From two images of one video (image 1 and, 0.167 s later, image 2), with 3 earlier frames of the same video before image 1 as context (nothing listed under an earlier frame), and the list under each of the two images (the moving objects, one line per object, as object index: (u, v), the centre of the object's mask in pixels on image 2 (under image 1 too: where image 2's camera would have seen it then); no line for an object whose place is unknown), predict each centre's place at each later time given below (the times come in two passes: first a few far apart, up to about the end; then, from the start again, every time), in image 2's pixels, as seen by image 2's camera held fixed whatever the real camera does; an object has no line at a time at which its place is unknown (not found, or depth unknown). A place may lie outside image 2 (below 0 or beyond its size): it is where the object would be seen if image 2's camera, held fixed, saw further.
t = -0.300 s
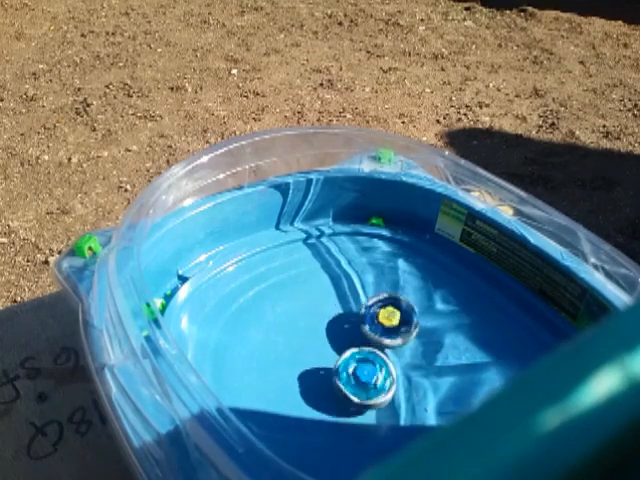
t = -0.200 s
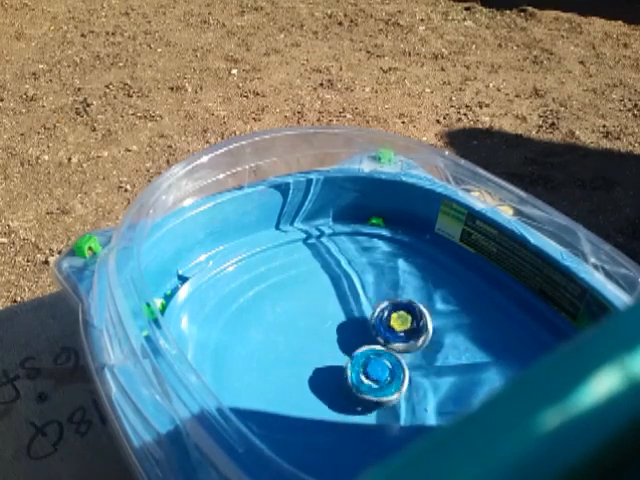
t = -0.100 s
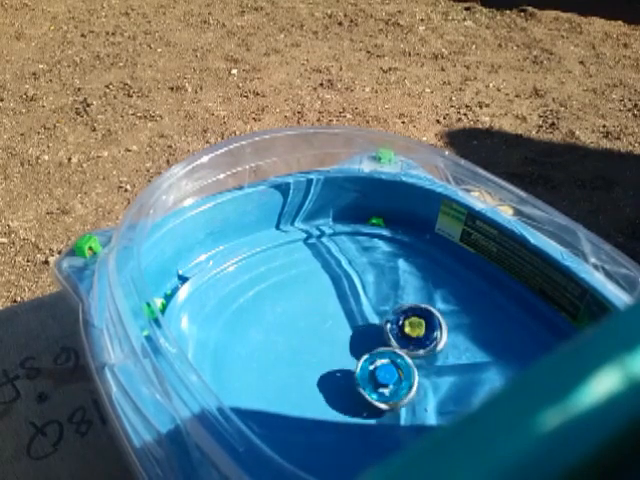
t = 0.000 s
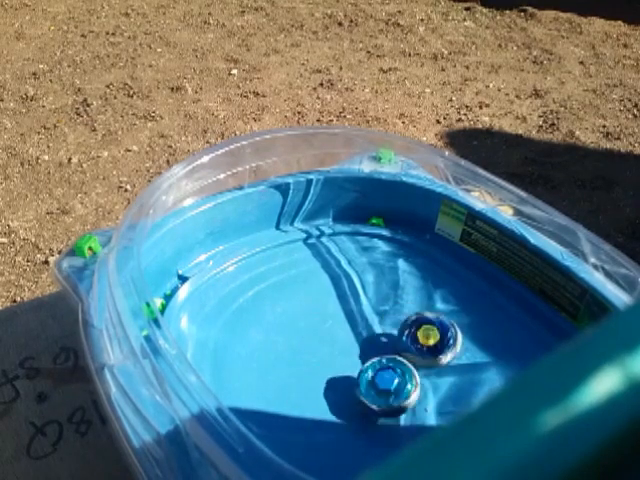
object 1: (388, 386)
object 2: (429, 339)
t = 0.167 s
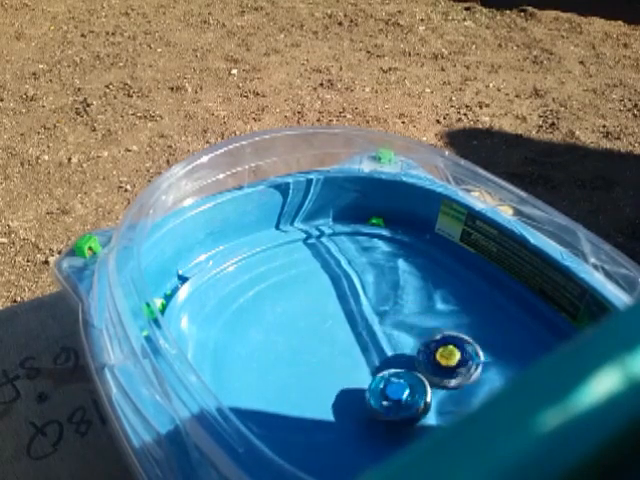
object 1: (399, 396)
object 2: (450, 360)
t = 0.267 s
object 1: (401, 402)
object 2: (458, 374)
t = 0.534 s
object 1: (385, 414)
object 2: (453, 383)
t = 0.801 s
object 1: (352, 401)
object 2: (436, 402)
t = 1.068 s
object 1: (345, 376)
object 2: (412, 406)
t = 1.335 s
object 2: (435, 411)
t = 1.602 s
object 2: (423, 396)
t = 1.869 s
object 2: (429, 382)
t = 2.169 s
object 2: (384, 360)
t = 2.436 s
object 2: (367, 351)
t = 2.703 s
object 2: (386, 322)
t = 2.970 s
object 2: (393, 329)
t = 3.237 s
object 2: (408, 364)
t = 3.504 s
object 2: (430, 392)
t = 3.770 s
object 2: (425, 398)
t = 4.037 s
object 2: (437, 390)
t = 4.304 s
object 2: (444, 375)
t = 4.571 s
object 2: (426, 356)
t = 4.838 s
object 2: (406, 359)
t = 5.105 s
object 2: (426, 388)
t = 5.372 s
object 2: (405, 404)
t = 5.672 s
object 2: (370, 390)
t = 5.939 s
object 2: (357, 387)
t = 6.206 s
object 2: (365, 387)
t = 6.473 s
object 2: (389, 383)
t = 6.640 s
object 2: (404, 384)
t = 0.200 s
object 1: (400, 397)
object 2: (453, 365)
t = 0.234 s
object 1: (400, 399)
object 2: (456, 370)
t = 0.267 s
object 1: (401, 402)
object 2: (458, 374)
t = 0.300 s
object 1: (401, 403)
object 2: (459, 379)
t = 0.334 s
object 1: (399, 405)
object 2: (462, 381)
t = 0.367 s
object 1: (395, 405)
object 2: (463, 383)
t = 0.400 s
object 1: (395, 407)
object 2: (462, 385)
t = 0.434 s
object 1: (392, 408)
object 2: (461, 387)
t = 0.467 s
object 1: (392, 408)
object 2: (460, 389)
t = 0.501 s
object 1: (387, 408)
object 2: (459, 390)
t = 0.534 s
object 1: (385, 414)
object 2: (453, 383)
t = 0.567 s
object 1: (382, 409)
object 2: (444, 396)
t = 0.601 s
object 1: (380, 414)
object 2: (449, 396)
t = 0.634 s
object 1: (376, 413)
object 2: (444, 399)
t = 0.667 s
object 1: (369, 411)
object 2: (438, 400)
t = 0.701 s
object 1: (359, 409)
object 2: (442, 397)
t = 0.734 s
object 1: (357, 406)
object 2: (442, 397)
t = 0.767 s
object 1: (353, 403)
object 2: (438, 401)
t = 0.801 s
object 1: (352, 401)
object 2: (436, 402)
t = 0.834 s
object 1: (349, 397)
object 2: (433, 400)
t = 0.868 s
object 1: (348, 396)
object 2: (430, 398)
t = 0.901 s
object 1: (347, 394)
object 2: (433, 404)
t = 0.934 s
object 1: (346, 392)
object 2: (429, 404)
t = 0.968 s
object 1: (346, 389)
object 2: (423, 405)
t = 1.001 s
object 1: (347, 382)
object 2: (421, 404)
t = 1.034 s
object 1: (348, 379)
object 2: (413, 405)
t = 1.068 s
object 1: (345, 376)
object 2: (412, 406)
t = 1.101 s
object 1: (335, 365)
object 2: (415, 414)
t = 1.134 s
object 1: (325, 359)
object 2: (424, 417)
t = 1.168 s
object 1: (319, 355)
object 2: (429, 416)
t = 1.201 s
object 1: (317, 352)
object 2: (429, 416)
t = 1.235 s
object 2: (431, 415)
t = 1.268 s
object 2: (432, 414)
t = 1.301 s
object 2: (433, 413)
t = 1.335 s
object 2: (435, 411)
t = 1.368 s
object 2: (433, 410)
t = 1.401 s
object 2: (432, 408)
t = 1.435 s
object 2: (430, 406)
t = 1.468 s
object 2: (427, 405)
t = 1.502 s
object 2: (431, 402)
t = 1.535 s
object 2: (428, 399)
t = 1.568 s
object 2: (424, 397)
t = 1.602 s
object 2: (423, 396)
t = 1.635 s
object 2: (430, 396)
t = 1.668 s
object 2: (433, 396)
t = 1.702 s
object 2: (434, 394)
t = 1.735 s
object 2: (434, 393)
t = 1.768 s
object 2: (435, 391)
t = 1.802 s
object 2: (434, 389)
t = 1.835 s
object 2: (432, 385)
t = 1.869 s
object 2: (429, 382)
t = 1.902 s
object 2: (425, 378)
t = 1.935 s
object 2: (421, 377)
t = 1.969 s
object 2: (417, 373)
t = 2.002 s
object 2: (411, 370)
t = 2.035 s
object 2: (406, 368)
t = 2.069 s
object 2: (399, 365)
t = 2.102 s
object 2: (394, 363)
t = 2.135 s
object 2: (389, 361)
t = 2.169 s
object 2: (384, 360)
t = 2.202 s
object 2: (379, 359)
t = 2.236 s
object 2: (378, 357)
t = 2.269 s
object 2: (376, 355)
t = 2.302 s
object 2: (373, 354)
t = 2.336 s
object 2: (372, 353)
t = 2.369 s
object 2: (370, 352)
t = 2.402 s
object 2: (369, 352)
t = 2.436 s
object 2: (367, 351)
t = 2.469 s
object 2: (371, 346)
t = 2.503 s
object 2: (377, 339)
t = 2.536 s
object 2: (381, 334)
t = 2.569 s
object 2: (382, 331)
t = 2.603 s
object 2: (383, 327)
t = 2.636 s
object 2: (385, 325)
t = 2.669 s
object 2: (385, 323)
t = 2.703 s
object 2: (386, 322)
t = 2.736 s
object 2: (387, 322)
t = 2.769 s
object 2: (387, 321)
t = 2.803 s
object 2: (388, 322)
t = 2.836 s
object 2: (389, 322)
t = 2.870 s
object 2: (390, 323)
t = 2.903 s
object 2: (390, 324)
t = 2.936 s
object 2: (391, 326)
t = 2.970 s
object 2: (393, 329)
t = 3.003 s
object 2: (394, 332)
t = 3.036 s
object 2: (395, 336)
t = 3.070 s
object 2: (396, 340)
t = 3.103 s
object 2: (397, 346)
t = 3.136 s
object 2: (399, 350)
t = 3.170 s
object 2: (400, 354)
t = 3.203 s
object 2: (404, 358)
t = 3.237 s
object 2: (408, 364)
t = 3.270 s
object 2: (411, 369)
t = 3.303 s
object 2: (411, 374)
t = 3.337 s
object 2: (413, 381)
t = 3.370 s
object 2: (416, 386)
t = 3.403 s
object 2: (417, 391)
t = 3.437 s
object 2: (425, 390)
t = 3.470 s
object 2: (429, 390)
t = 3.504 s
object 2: (430, 392)
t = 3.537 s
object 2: (431, 393)
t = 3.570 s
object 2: (431, 394)
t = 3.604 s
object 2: (431, 395)
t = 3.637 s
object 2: (431, 396)
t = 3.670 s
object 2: (429, 396)
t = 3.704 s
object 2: (429, 398)
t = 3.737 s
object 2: (426, 398)
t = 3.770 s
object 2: (425, 398)
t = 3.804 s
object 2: (422, 399)
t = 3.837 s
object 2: (418, 398)
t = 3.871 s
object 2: (415, 398)
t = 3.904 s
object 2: (416, 398)
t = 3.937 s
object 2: (430, 396)
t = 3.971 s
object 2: (441, 395)
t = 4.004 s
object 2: (433, 391)
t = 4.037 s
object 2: (437, 390)
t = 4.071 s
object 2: (439, 387)
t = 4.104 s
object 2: (442, 384)
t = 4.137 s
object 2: (445, 384)
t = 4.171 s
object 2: (445, 382)
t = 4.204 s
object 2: (445, 380)
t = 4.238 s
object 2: (448, 378)
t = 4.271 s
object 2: (445, 377)
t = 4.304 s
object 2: (444, 375)
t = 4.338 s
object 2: (442, 372)
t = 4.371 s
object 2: (440, 369)
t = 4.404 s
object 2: (439, 368)
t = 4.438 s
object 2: (434, 366)
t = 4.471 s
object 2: (430, 363)
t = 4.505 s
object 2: (425, 360)
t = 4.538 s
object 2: (420, 357)
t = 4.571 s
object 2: (426, 356)
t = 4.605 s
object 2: (421, 355)
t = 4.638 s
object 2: (415, 353)
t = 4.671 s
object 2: (407, 352)
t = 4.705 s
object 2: (405, 352)
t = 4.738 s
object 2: (408, 354)
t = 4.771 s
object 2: (407, 355)
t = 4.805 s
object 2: (406, 358)
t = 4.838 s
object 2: (406, 359)
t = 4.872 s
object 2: (412, 364)
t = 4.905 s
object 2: (418, 369)
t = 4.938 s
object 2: (420, 371)
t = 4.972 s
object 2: (424, 374)
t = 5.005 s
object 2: (424, 378)
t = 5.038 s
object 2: (426, 381)
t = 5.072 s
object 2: (426, 385)
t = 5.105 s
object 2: (426, 388)
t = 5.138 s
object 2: (425, 391)
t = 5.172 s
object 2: (423, 394)
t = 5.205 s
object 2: (421, 397)
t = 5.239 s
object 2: (420, 398)
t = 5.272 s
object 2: (416, 401)
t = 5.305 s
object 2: (413, 402)
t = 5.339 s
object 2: (409, 404)
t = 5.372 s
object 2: (405, 404)
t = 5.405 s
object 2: (401, 405)
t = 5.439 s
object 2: (397, 405)
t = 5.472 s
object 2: (392, 404)
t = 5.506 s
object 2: (389, 403)
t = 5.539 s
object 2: (384, 402)
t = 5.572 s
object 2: (381, 400)
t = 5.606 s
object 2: (376, 397)
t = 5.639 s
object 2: (374, 395)
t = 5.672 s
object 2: (370, 390)
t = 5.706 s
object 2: (367, 387)
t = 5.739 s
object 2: (364, 385)
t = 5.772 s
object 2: (361, 385)
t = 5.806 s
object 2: (359, 384)
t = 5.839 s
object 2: (357, 386)
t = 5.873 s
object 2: (357, 386)
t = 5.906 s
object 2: (356, 386)
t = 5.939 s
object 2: (357, 387)
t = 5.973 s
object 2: (356, 388)
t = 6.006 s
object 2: (357, 387)
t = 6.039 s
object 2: (358, 387)
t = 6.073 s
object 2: (359, 387)
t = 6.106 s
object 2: (360, 388)
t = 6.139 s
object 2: (361, 388)
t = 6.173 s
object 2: (363, 388)
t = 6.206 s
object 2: (365, 387)
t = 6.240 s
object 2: (368, 386)
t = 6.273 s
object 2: (372, 387)
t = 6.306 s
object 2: (374, 386)
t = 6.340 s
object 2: (377, 386)
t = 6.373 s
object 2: (380, 386)
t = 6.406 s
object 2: (383, 384)
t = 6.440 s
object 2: (386, 384)
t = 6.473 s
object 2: (389, 383)
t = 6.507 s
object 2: (391, 384)
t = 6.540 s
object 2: (394, 384)
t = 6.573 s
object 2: (398, 385)
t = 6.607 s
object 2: (401, 384)
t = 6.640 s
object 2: (404, 384)
